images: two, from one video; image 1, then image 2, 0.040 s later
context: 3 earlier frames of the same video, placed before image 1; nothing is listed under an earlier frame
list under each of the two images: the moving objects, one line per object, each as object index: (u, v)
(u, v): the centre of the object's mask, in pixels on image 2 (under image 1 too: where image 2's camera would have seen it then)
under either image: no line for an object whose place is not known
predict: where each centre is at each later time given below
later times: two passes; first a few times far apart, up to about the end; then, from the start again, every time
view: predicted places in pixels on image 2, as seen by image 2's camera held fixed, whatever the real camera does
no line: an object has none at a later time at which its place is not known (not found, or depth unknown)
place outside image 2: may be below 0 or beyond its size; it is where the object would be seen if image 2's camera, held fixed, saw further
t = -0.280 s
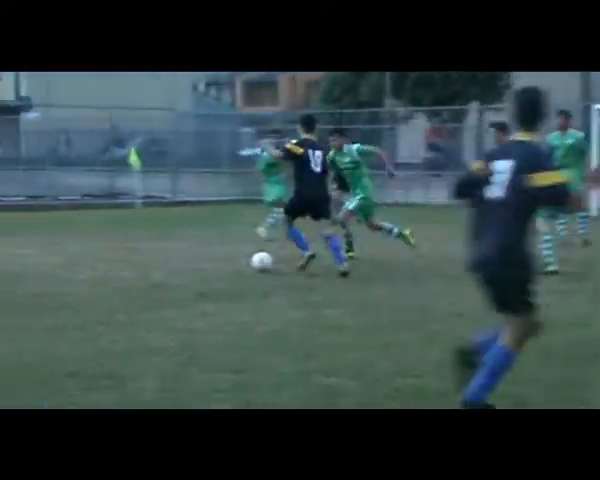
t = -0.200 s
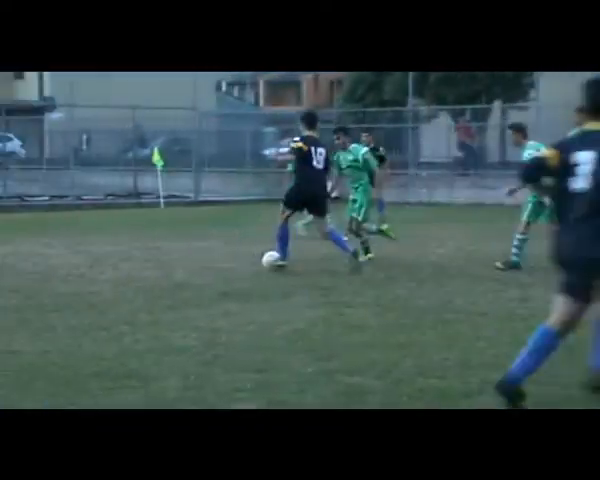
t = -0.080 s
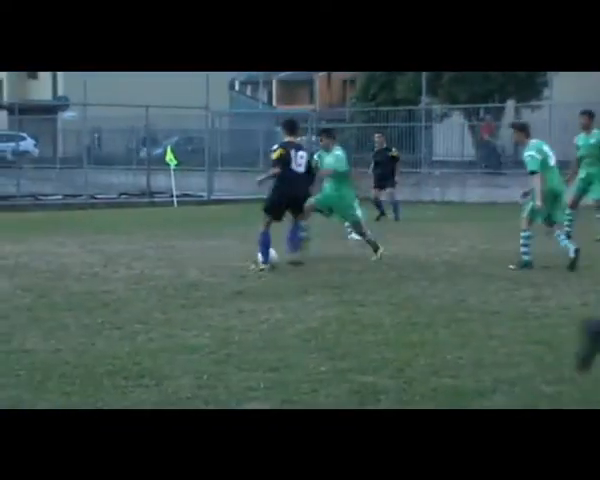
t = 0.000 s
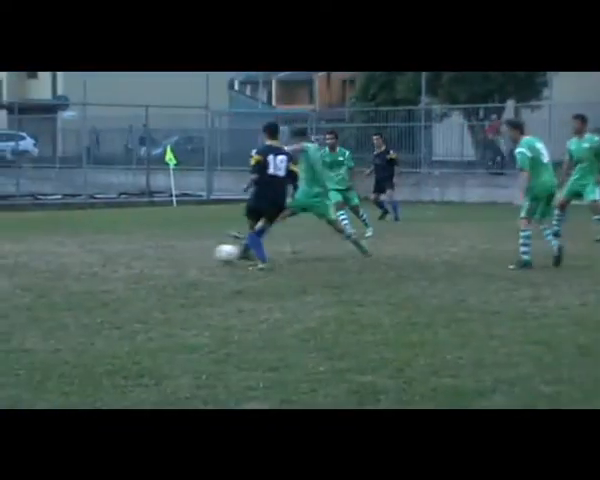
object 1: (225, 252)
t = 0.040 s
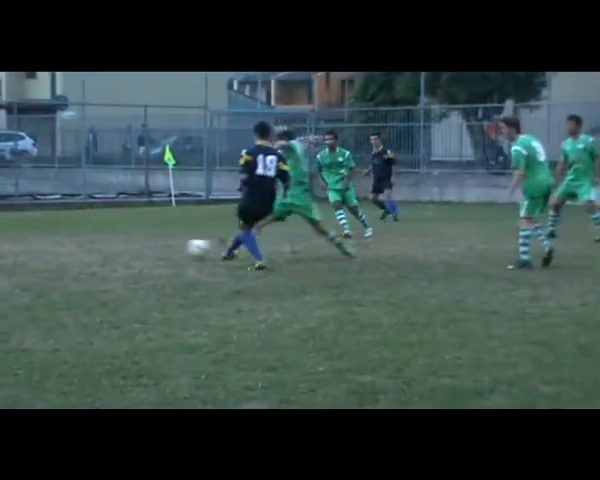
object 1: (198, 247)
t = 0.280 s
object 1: (62, 237)
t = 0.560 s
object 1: (-45, 225)
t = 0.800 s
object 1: (-115, 232)
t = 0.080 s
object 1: (172, 244)
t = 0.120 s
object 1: (146, 243)
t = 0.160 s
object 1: (122, 245)
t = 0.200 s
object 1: (99, 243)
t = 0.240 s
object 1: (81, 239)
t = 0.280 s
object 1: (62, 237)
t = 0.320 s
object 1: (44, 236)
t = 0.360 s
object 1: (26, 237)
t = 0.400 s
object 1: (10, 240)
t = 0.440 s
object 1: (-5, 238)
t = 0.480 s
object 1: (-19, 232)
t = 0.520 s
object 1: (-32, 228)
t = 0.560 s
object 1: (-45, 225)
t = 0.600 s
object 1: (-58, 224)
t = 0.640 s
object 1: (-70, 225)
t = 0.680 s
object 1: (-81, 226)
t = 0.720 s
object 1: (-93, 229)
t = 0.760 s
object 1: (-104, 233)
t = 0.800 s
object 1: (-115, 232)
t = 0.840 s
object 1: (-126, 227)
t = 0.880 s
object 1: (-134, 224)
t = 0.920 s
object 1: (-144, 222)
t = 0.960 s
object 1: (-154, 222)
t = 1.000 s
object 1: (-160, 222)
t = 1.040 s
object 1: (-169, 223)
